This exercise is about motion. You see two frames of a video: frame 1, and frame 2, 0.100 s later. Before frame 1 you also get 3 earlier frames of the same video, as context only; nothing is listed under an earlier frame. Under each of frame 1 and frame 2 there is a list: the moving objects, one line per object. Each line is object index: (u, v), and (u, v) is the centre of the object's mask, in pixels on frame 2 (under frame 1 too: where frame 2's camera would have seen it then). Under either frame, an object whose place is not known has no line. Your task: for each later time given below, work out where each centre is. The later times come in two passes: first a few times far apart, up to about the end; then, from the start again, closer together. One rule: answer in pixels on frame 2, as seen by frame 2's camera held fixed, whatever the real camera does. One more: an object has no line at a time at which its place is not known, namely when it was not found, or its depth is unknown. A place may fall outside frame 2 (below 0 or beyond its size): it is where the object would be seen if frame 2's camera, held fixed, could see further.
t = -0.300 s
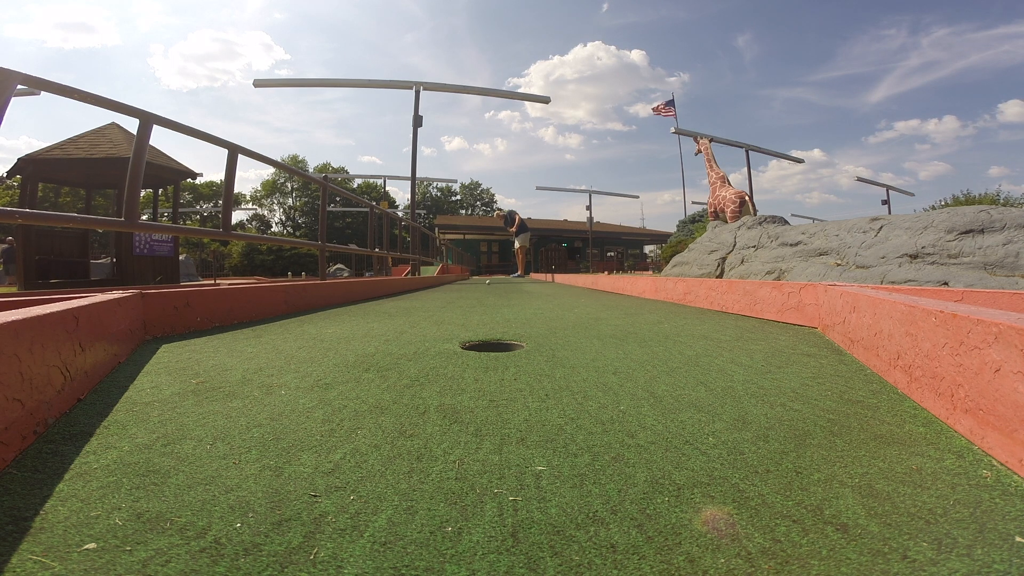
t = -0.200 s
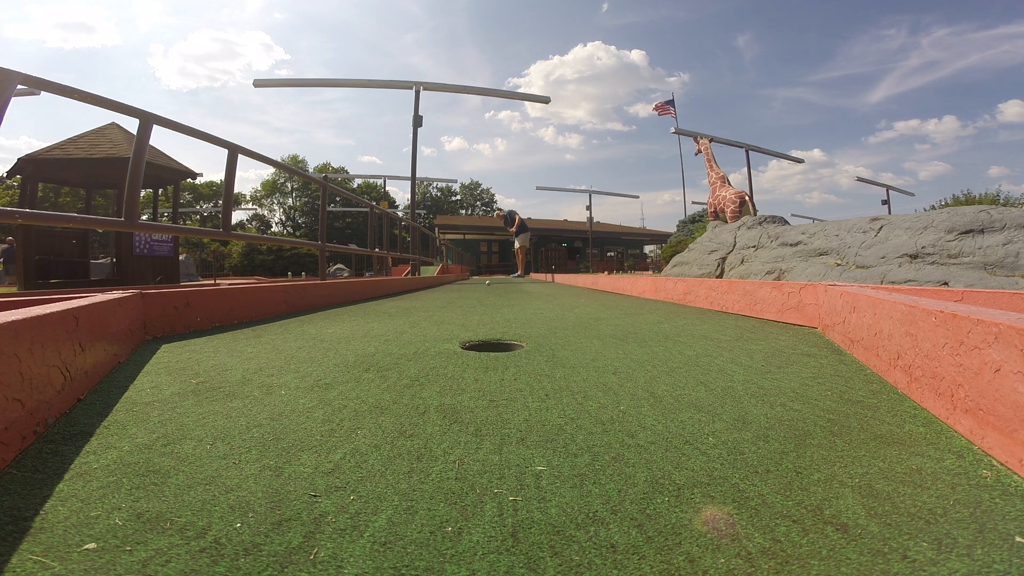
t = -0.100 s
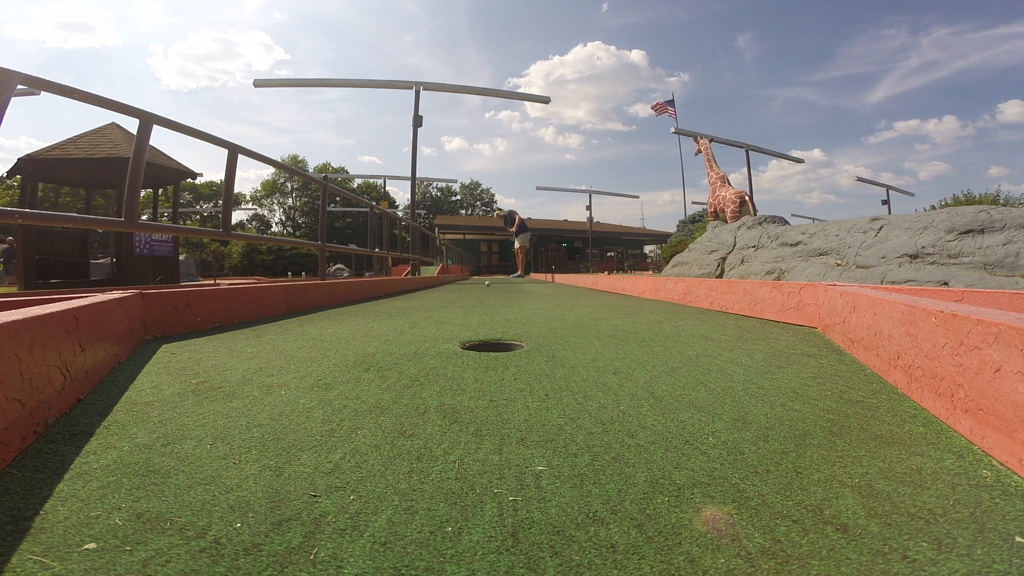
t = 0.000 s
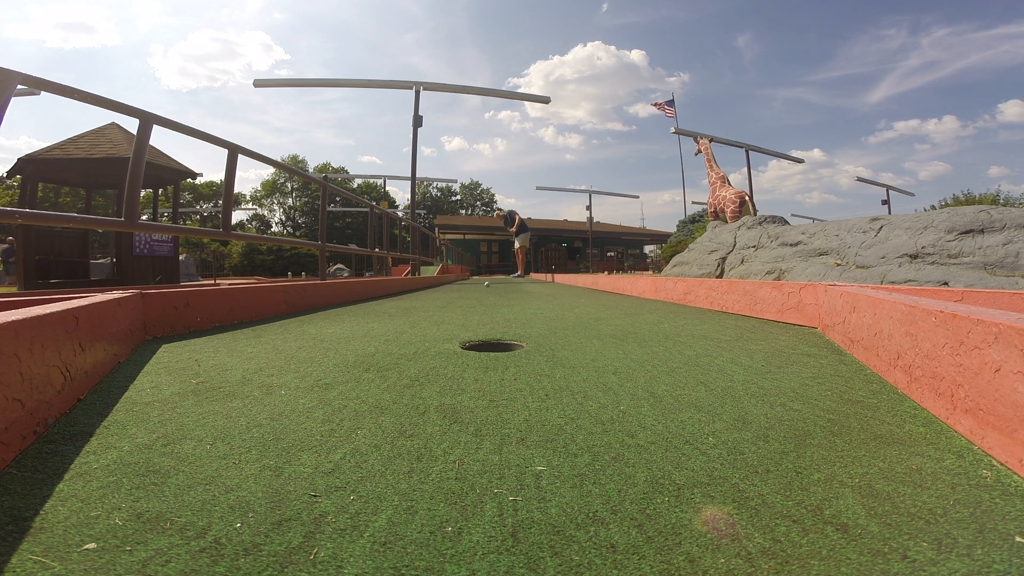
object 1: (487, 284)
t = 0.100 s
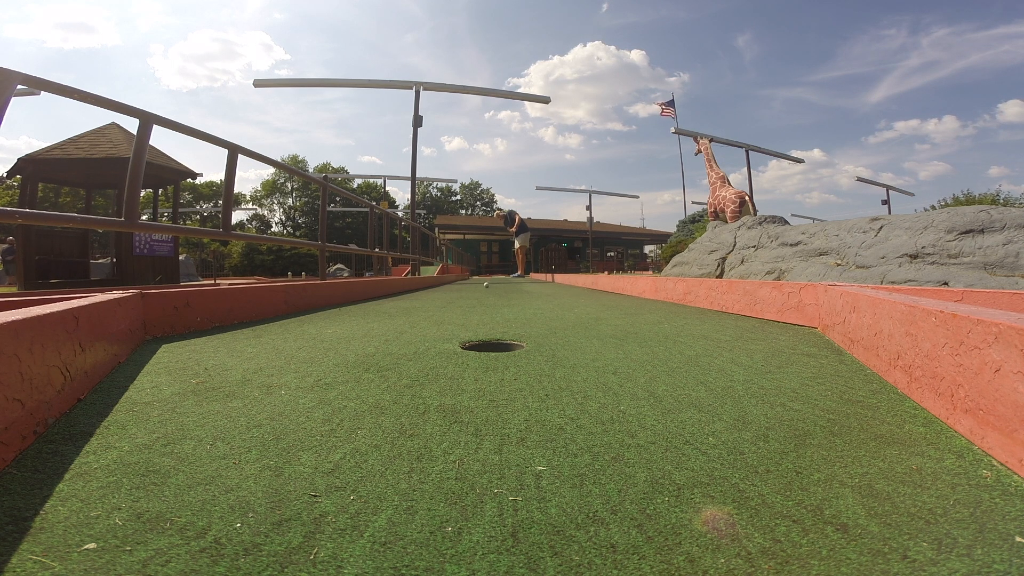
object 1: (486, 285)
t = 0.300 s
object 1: (484, 287)
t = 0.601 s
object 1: (481, 290)
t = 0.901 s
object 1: (476, 294)
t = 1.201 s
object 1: (468, 300)
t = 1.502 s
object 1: (455, 311)
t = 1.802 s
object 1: (434, 331)
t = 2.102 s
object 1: (384, 382)
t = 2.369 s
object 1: (172, 551)
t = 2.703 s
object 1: (338, 482)
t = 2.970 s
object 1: (412, 413)
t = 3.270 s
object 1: (438, 381)
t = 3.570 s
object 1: (442, 366)
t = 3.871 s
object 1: (443, 360)
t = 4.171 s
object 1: (444, 360)
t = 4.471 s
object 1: (444, 360)
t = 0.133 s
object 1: (486, 285)
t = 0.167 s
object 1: (485, 286)
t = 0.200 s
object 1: (485, 286)
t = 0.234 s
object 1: (485, 286)
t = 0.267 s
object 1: (485, 286)
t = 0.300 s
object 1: (484, 287)
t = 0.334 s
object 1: (484, 287)
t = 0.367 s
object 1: (484, 287)
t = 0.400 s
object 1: (483, 288)
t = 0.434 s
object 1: (483, 288)
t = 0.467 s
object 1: (482, 289)
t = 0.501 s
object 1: (482, 289)
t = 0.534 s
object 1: (482, 289)
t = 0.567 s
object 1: (481, 290)
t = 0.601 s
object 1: (481, 290)
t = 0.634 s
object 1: (480, 291)
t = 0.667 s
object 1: (480, 291)
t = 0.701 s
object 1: (479, 291)
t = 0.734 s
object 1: (479, 292)
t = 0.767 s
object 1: (478, 292)
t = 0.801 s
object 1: (478, 293)
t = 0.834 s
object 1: (477, 293)
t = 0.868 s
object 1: (477, 294)
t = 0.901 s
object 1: (476, 294)
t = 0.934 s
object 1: (475, 295)
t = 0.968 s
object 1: (474, 295)
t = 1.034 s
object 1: (473, 296)
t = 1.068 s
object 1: (472, 297)
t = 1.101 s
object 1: (471, 298)
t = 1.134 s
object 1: (470, 299)
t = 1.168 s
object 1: (469, 300)
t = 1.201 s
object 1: (468, 300)
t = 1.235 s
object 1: (467, 301)
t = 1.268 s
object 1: (466, 303)
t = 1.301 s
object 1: (465, 303)
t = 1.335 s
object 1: (463, 305)
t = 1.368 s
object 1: (462, 306)
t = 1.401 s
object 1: (460, 307)
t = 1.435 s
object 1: (459, 308)
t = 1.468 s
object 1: (457, 310)
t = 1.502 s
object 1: (455, 311)
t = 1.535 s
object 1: (453, 313)
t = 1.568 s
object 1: (451, 315)
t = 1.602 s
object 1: (449, 317)
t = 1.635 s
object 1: (447, 318)
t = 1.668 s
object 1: (445, 321)
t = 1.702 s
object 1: (442, 323)
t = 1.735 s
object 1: (440, 325)
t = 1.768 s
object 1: (437, 328)
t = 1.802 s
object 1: (434, 331)
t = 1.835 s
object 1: (430, 334)
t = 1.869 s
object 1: (427, 338)
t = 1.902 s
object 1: (422, 342)
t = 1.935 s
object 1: (418, 347)
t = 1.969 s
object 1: (413, 352)
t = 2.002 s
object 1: (407, 358)
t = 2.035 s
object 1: (401, 365)
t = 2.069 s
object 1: (393, 373)
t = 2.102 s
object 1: (384, 382)
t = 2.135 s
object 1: (374, 392)
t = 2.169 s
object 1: (362, 405)
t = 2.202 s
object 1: (347, 420)
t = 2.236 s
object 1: (328, 439)
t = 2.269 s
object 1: (304, 464)
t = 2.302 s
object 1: (272, 493)
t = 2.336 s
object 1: (230, 529)
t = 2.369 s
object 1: (172, 551)
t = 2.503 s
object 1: (177, 560)
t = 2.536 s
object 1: (218, 551)
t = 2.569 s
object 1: (252, 541)
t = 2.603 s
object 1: (280, 528)
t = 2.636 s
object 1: (302, 510)
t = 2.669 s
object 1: (322, 496)
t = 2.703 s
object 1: (338, 482)
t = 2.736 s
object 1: (353, 470)
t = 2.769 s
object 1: (366, 458)
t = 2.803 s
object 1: (376, 449)
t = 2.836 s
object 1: (386, 440)
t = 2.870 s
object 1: (394, 432)
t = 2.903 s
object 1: (401, 425)
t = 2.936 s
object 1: (407, 419)
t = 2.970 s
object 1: (412, 413)
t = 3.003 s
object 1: (417, 407)
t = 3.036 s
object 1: (421, 403)
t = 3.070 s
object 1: (425, 399)
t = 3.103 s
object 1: (428, 395)
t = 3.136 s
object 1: (431, 392)
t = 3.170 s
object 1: (434, 388)
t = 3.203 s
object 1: (436, 386)
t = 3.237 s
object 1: (437, 383)
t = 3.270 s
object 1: (438, 381)
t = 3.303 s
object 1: (439, 379)
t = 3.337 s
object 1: (440, 376)
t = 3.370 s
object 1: (441, 374)
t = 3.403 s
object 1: (441, 373)
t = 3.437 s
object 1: (442, 371)
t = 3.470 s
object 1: (442, 369)
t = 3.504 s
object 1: (442, 368)
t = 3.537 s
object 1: (442, 367)
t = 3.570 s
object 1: (442, 366)
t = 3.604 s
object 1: (442, 365)
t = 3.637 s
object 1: (442, 364)
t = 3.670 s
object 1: (442, 364)
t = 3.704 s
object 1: (442, 363)
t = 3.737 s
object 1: (442, 362)
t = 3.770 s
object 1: (442, 362)
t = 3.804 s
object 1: (442, 361)
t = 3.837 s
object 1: (442, 361)
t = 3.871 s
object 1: (443, 360)
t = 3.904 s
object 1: (443, 360)
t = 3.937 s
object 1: (443, 360)
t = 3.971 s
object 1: (444, 360)
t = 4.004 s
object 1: (444, 360)
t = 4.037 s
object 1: (444, 360)
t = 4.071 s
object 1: (444, 360)
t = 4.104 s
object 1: (444, 360)
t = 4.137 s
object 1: (444, 360)
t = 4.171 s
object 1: (444, 360)
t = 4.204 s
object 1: (444, 360)
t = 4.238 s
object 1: (444, 360)
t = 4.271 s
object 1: (444, 360)
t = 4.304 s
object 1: (444, 360)
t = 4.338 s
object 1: (444, 360)
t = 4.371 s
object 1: (444, 360)
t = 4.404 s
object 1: (444, 360)
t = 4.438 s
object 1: (444, 360)
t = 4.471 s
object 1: (444, 360)
